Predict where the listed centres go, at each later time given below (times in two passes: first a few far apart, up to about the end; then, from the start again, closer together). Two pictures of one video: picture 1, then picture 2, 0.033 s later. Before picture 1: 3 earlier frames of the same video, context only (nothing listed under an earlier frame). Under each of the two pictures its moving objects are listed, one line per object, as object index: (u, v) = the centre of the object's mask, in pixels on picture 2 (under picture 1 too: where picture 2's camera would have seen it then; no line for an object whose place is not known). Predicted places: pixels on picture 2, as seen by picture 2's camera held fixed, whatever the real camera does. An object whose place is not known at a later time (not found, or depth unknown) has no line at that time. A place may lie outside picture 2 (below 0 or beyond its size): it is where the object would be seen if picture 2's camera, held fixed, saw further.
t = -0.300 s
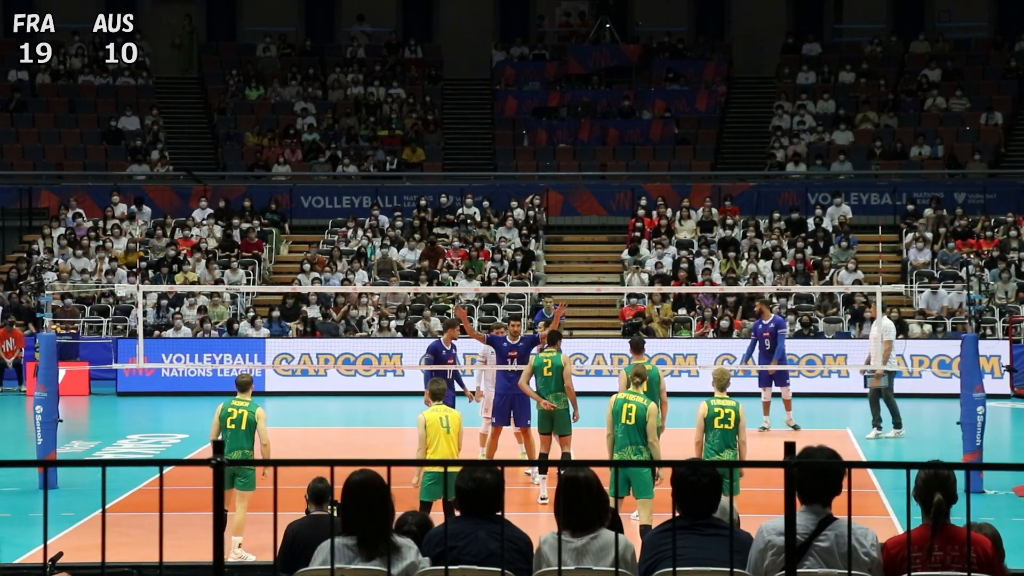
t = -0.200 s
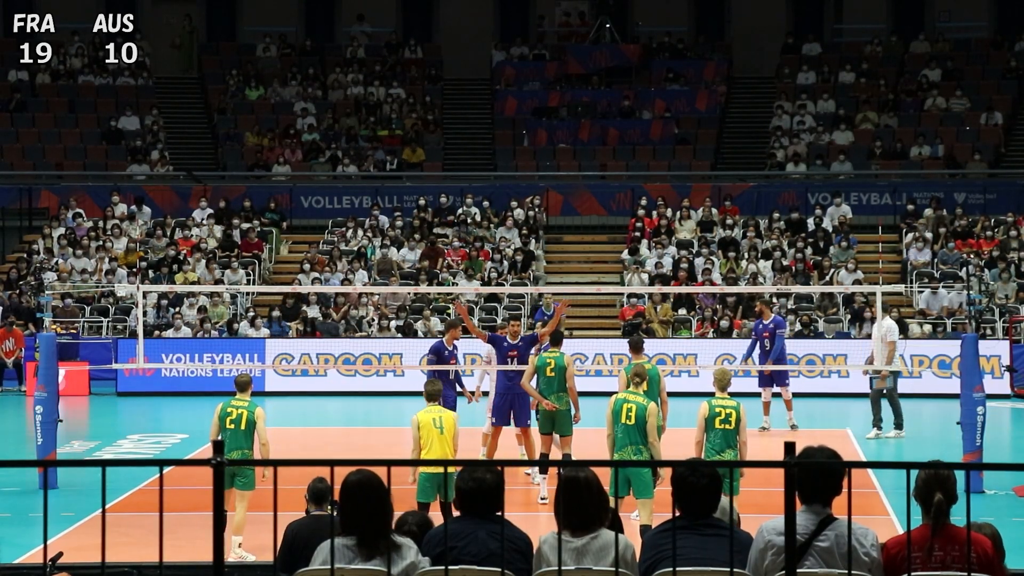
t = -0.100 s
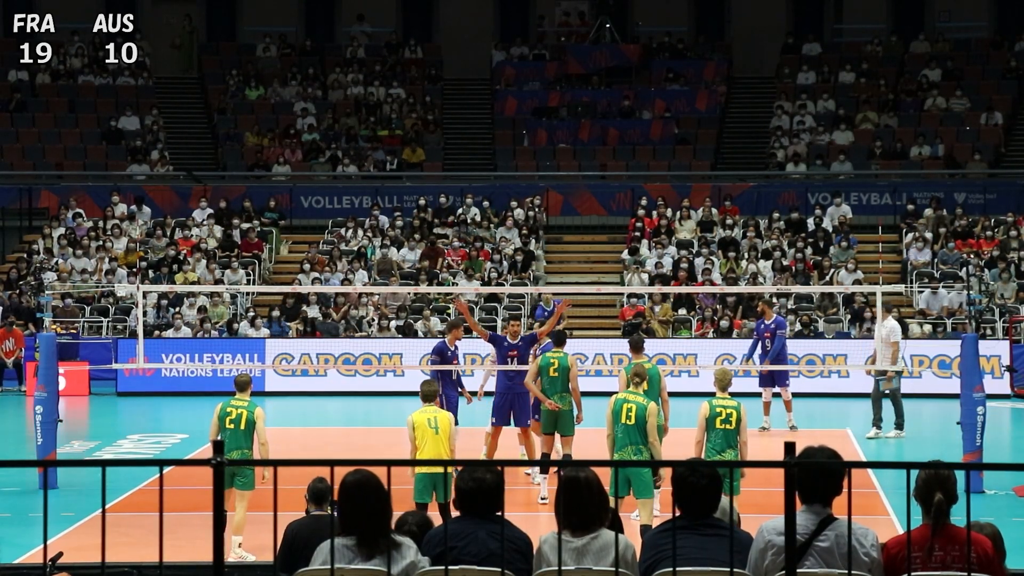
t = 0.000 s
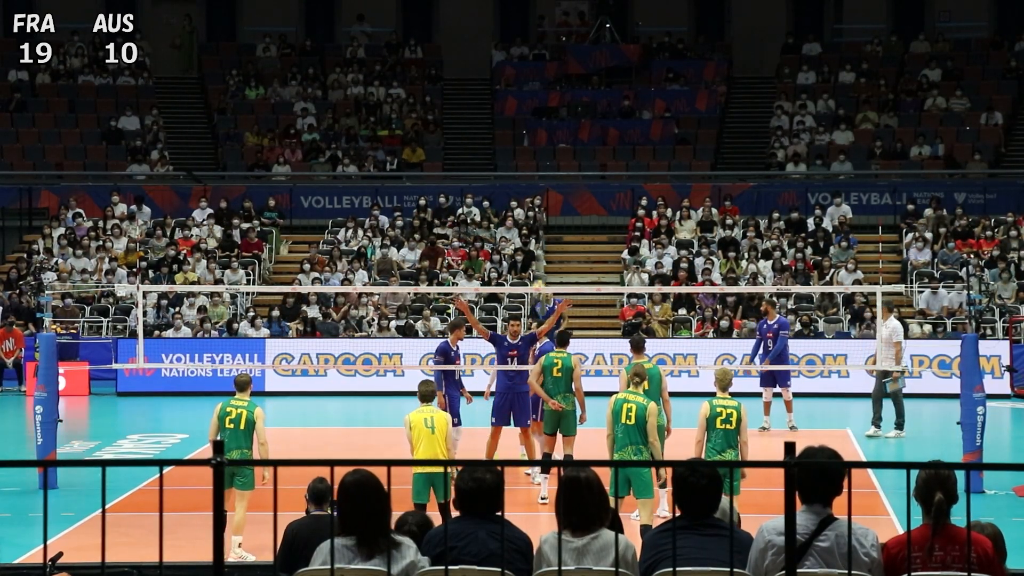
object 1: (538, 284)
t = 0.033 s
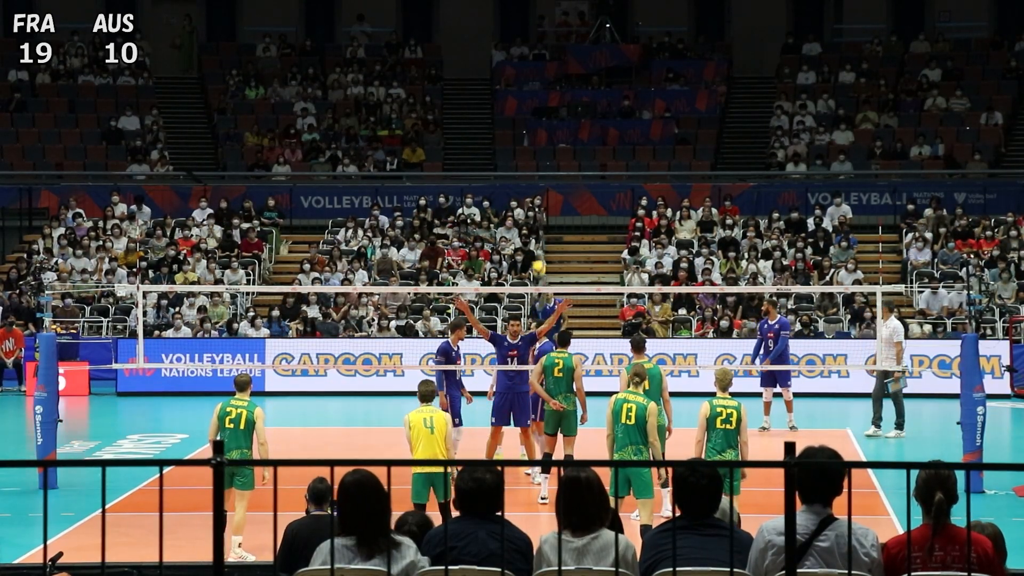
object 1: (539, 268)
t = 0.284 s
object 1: (543, 143)
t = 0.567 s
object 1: (546, 49)
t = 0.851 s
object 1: (548, 7)
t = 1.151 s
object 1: (550, 19)
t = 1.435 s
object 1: (552, 87)
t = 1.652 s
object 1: (553, 175)
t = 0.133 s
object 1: (540, 214)
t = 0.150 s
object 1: (541, 204)
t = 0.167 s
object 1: (541, 197)
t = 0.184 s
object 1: (541, 188)
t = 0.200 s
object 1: (542, 180)
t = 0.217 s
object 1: (542, 172)
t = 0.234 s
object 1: (542, 164)
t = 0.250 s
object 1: (542, 157)
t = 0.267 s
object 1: (542, 150)
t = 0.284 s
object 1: (543, 143)
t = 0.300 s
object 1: (542, 135)
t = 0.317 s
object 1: (543, 129)
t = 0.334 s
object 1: (543, 123)
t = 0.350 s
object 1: (544, 116)
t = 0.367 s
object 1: (544, 110)
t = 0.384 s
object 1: (544, 104)
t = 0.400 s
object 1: (544, 98)
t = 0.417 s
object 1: (544, 92)
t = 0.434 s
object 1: (545, 87)
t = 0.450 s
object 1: (545, 81)
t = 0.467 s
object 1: (545, 76)
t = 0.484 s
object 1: (545, 71)
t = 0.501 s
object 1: (545, 66)
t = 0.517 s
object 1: (545, 62)
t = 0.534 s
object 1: (545, 57)
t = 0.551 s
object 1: (546, 53)
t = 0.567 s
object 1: (546, 49)
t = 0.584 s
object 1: (546, 45)
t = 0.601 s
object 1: (546, 41)
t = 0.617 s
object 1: (546, 37)
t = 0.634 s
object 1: (546, 34)
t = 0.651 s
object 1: (547, 31)
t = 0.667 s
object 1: (547, 28)
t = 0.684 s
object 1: (547, 25)
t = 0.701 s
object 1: (547, 22)
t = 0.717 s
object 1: (547, 20)
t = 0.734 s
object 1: (547, 18)
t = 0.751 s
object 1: (547, 16)
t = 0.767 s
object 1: (548, 14)
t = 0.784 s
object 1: (548, 12)
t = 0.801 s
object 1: (548, 10)
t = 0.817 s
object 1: (548, 9)
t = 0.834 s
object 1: (548, 8)
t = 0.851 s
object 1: (548, 7)
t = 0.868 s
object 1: (548, 6)
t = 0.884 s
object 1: (549, 6)
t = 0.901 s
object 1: (549, 6)
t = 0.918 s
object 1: (549, 6)
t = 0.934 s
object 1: (549, 6)
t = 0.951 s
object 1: (549, 6)
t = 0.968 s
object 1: (549, 6)
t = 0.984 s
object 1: (549, 6)
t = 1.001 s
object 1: (549, 6)
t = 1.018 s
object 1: (549, 7)
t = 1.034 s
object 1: (550, 7)
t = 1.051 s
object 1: (550, 8)
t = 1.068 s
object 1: (550, 10)
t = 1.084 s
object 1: (550, 11)
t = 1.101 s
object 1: (550, 13)
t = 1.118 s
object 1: (550, 15)
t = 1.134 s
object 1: (550, 17)
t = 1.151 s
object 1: (550, 19)
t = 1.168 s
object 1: (550, 22)
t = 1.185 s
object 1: (551, 25)
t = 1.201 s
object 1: (551, 27)
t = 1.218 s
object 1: (551, 30)
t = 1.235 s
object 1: (551, 34)
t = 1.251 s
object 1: (551, 37)
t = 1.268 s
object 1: (551, 41)
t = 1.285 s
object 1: (551, 45)
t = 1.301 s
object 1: (551, 49)
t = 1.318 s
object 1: (551, 53)
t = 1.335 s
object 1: (552, 57)
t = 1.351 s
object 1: (552, 62)
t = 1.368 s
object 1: (552, 66)
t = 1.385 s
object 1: (552, 71)
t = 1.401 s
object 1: (552, 77)
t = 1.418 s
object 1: (552, 82)
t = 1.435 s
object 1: (552, 87)
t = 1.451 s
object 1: (553, 93)
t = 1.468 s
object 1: (553, 99)
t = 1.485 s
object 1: (553, 105)
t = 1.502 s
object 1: (553, 111)
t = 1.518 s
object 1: (553, 118)
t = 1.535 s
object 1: (553, 124)
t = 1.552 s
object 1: (553, 131)
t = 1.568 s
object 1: (553, 138)
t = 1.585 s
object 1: (553, 145)
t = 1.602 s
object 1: (553, 152)
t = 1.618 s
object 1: (553, 160)
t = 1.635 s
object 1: (554, 168)
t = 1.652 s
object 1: (553, 175)
